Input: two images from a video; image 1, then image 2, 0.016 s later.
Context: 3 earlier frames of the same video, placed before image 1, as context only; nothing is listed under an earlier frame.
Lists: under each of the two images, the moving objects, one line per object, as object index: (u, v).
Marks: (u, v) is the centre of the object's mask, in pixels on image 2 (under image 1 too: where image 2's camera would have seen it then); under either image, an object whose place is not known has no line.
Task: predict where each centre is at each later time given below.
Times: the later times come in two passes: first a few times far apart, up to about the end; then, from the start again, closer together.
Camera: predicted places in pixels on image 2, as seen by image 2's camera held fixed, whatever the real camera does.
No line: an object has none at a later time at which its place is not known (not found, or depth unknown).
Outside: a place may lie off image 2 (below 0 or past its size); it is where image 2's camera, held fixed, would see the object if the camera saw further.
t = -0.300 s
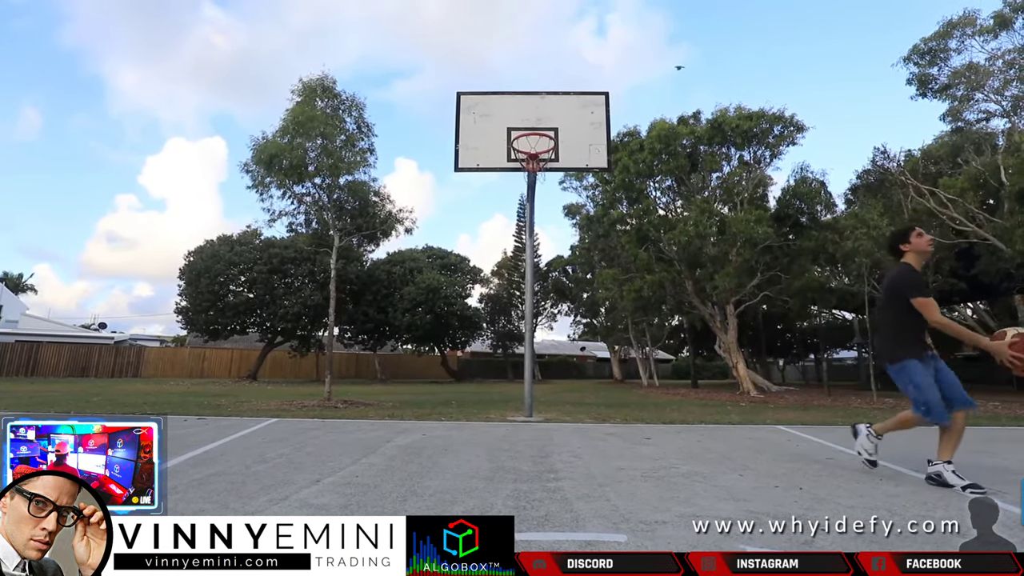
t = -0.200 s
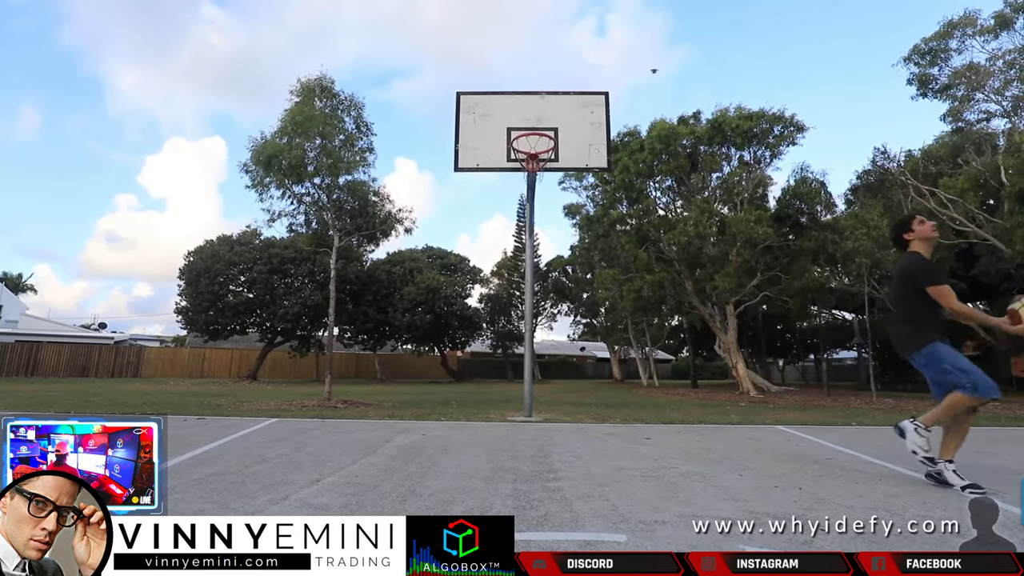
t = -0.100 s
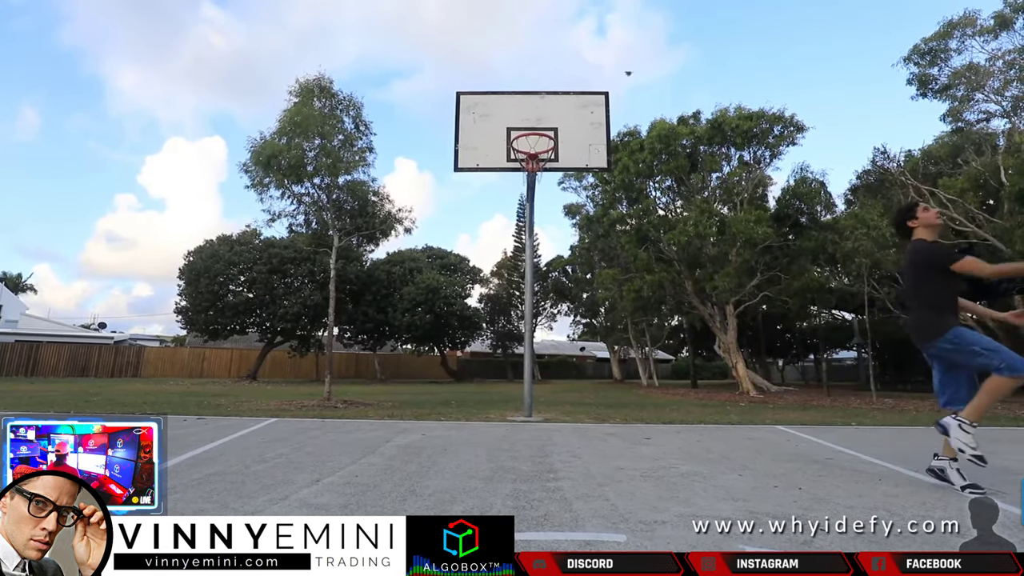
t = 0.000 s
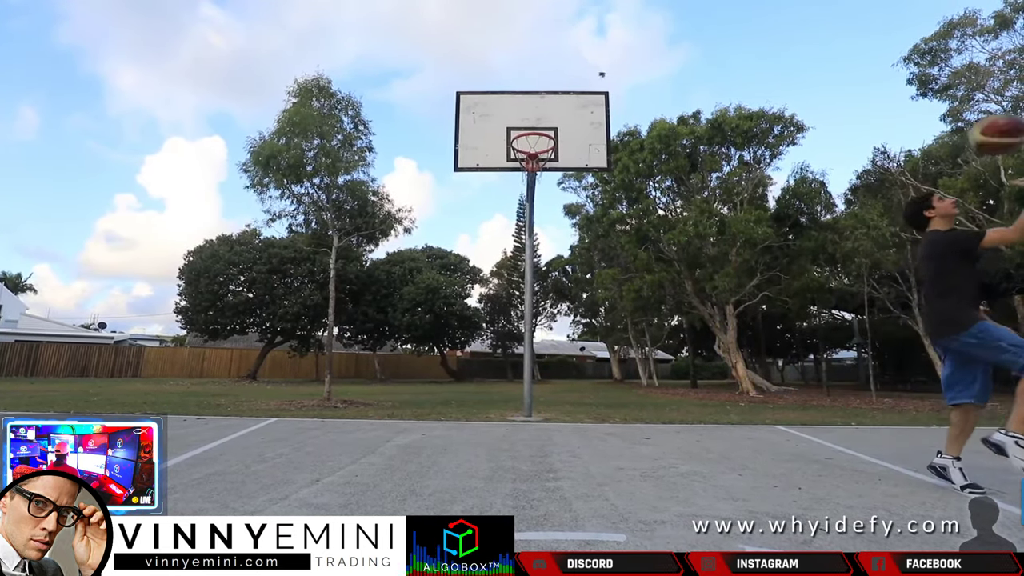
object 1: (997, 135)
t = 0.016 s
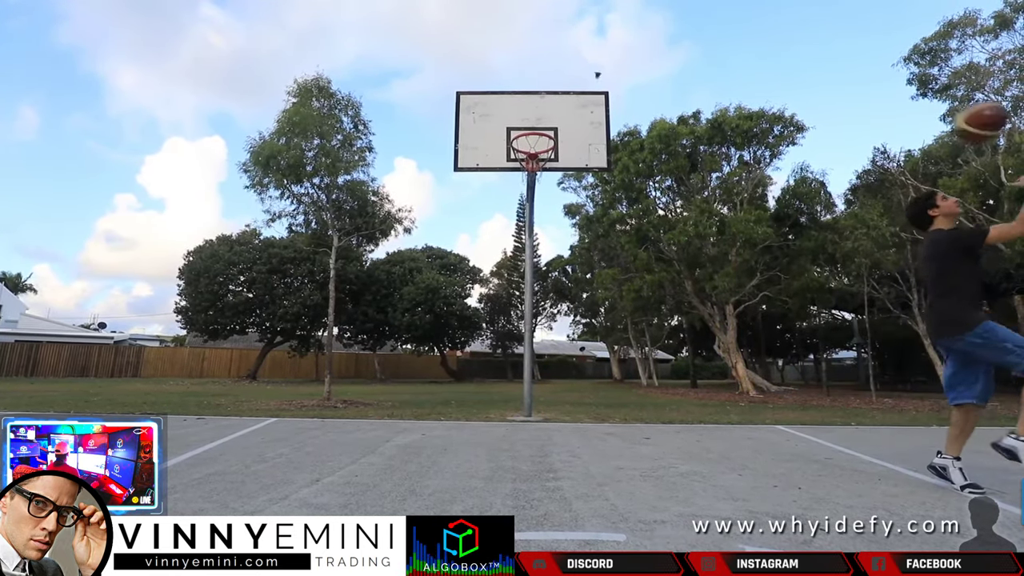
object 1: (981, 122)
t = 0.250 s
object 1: (810, 21)
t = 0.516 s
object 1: (689, 11)
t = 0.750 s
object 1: (616, 44)
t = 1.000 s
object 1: (552, 123)
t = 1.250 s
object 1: (544, 159)
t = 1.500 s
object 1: (540, 173)
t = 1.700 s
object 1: (532, 216)
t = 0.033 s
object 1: (966, 111)
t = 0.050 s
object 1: (950, 100)
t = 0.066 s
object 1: (936, 89)
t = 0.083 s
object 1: (923, 81)
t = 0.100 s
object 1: (909, 73)
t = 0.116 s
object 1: (896, 64)
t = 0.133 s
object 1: (884, 57)
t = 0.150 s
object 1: (872, 51)
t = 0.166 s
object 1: (861, 45)
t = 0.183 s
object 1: (850, 39)
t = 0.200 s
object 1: (840, 34)
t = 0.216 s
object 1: (829, 29)
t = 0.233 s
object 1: (819, 25)
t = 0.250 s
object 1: (810, 21)
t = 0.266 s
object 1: (801, 18)
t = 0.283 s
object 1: (792, 16)
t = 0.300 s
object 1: (783, 14)
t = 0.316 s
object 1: (774, 13)
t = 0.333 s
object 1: (766, 12)
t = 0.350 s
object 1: (758, 11)
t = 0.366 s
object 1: (750, 10)
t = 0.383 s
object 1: (742, 10)
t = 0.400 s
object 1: (735, 9)
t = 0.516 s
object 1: (689, 11)
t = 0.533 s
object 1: (683, 11)
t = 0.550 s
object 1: (678, 12)
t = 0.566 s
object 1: (672, 13)
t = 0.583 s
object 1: (667, 14)
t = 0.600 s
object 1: (661, 15)
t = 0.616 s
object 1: (656, 18)
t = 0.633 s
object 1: (650, 20)
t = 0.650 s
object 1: (645, 23)
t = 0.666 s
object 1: (640, 26)
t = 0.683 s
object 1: (635, 29)
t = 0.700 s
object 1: (630, 32)
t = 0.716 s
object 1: (625, 36)
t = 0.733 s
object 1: (620, 40)
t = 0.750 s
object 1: (616, 44)
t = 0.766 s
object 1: (611, 48)
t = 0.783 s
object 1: (606, 52)
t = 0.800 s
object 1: (602, 56)
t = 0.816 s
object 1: (597, 61)
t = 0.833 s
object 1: (593, 66)
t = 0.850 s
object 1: (589, 71)
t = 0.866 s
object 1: (584, 76)
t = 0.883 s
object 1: (580, 81)
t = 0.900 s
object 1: (576, 87)
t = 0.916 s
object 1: (572, 92)
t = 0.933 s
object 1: (568, 98)
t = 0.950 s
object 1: (564, 104)
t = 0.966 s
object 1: (560, 110)
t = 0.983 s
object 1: (556, 116)
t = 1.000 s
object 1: (552, 123)
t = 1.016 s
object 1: (548, 129)
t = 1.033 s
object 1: (545, 134)
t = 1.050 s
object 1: (541, 137)
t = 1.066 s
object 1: (537, 141)
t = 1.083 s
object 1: (534, 144)
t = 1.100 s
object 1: (530, 146)
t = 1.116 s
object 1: (526, 150)
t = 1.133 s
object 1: (525, 151)
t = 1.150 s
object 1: (528, 153)
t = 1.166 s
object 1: (532, 154)
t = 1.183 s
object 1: (535, 157)
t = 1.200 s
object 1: (537, 158)
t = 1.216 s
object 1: (540, 158)
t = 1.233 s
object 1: (542, 159)
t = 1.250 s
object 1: (544, 159)
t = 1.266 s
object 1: (545, 159)
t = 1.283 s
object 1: (546, 159)
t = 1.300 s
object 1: (545, 160)
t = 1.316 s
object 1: (545, 160)
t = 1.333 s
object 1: (545, 161)
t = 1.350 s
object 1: (544, 161)
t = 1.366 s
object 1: (544, 163)
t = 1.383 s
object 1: (544, 164)
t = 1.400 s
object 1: (544, 165)
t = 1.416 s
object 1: (543, 166)
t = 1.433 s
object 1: (542, 167)
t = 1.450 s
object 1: (542, 169)
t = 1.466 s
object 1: (541, 169)
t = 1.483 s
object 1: (540, 171)
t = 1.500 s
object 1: (540, 173)
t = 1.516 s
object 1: (539, 176)
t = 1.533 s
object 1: (538, 179)
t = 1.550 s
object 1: (539, 181)
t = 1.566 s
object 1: (538, 184)
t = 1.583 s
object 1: (537, 187)
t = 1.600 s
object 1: (536, 191)
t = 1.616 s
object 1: (536, 194)
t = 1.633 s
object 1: (535, 198)
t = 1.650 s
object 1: (535, 202)
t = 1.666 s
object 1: (534, 207)
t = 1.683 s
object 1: (533, 211)
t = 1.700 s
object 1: (532, 216)
